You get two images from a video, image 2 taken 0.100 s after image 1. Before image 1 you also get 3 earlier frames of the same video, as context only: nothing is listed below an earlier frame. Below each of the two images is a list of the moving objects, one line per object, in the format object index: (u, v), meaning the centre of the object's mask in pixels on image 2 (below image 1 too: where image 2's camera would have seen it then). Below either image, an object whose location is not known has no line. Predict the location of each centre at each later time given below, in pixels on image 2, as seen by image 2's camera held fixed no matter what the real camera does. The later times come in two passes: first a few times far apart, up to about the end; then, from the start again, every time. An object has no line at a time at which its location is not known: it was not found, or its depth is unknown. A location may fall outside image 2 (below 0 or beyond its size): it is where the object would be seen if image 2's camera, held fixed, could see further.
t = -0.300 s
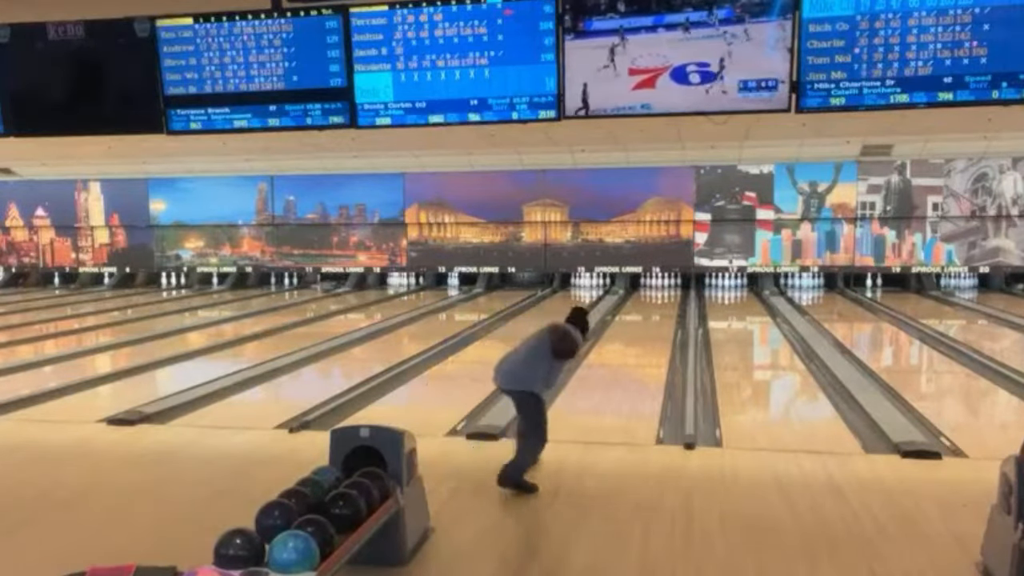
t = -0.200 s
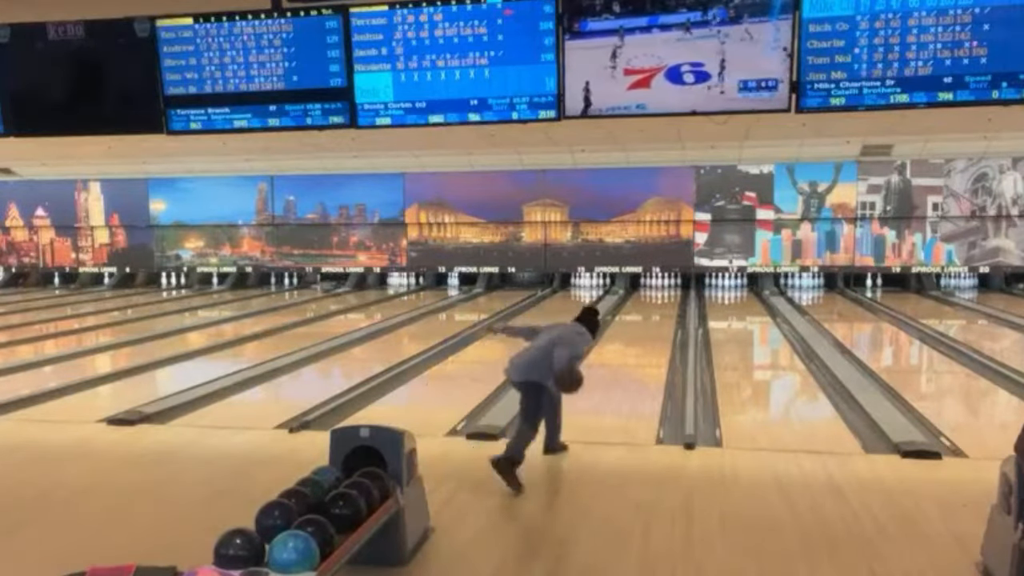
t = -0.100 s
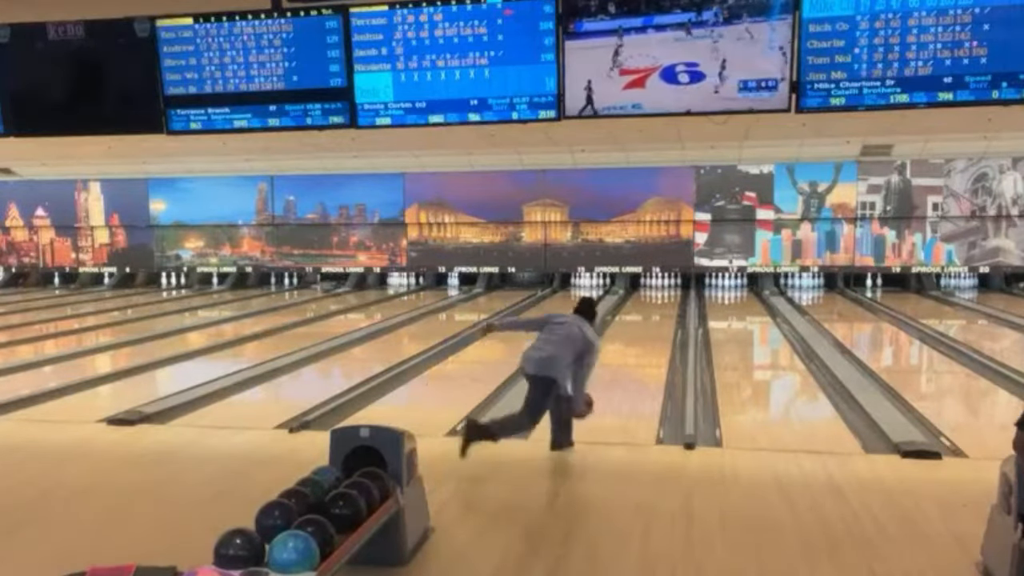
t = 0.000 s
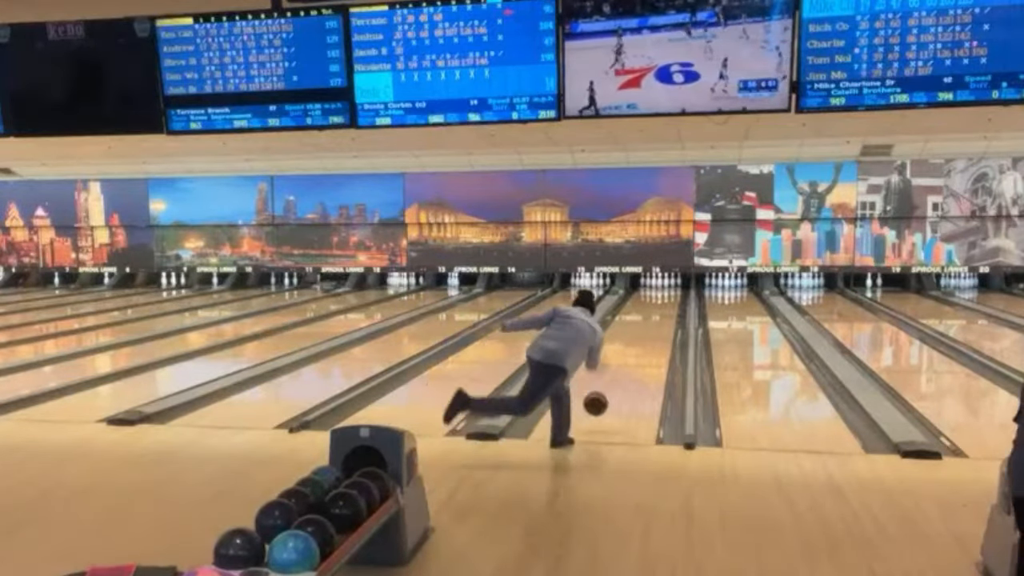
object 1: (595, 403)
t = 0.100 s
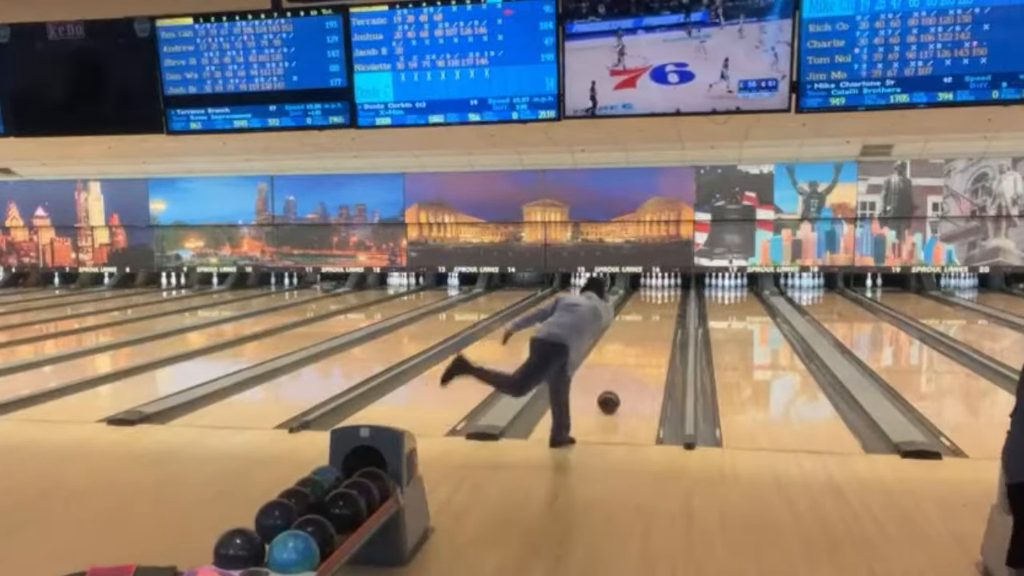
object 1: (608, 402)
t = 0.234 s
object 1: (623, 383)
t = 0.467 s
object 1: (641, 357)
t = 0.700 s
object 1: (654, 339)
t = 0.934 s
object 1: (663, 324)
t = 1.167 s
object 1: (668, 313)
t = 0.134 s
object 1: (612, 396)
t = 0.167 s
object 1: (616, 391)
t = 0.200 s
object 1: (619, 387)
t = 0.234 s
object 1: (623, 383)
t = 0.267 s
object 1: (625, 379)
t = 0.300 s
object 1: (629, 375)
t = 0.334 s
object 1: (631, 371)
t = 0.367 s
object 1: (634, 367)
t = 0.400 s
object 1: (636, 364)
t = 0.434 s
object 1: (639, 360)
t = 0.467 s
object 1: (641, 357)
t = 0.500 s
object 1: (643, 354)
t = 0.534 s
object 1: (646, 352)
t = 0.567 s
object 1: (647, 348)
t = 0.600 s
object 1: (649, 346)
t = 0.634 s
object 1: (651, 344)
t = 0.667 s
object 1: (653, 341)
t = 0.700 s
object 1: (654, 339)
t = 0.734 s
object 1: (656, 337)
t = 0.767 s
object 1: (657, 334)
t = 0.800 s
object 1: (659, 332)
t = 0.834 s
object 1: (660, 330)
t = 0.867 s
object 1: (661, 328)
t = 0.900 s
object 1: (663, 326)
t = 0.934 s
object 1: (663, 324)
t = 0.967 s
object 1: (664, 322)
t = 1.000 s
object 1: (665, 321)
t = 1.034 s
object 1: (666, 319)
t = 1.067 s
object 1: (666, 317)
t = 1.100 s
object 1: (667, 316)
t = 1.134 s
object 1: (668, 314)
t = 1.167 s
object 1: (668, 313)
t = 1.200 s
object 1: (669, 312)
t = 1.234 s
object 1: (669, 311)
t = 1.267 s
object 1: (670, 309)
